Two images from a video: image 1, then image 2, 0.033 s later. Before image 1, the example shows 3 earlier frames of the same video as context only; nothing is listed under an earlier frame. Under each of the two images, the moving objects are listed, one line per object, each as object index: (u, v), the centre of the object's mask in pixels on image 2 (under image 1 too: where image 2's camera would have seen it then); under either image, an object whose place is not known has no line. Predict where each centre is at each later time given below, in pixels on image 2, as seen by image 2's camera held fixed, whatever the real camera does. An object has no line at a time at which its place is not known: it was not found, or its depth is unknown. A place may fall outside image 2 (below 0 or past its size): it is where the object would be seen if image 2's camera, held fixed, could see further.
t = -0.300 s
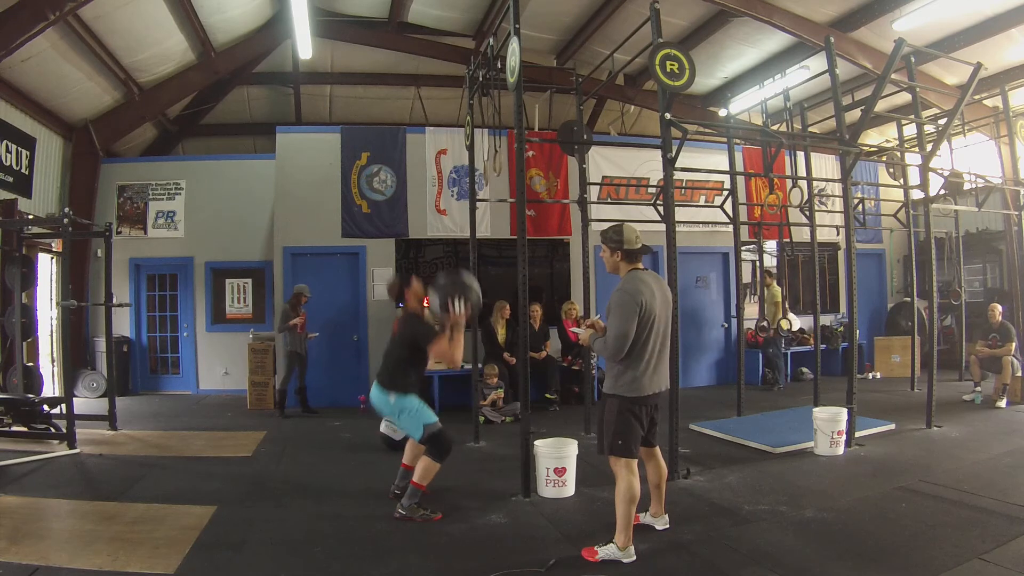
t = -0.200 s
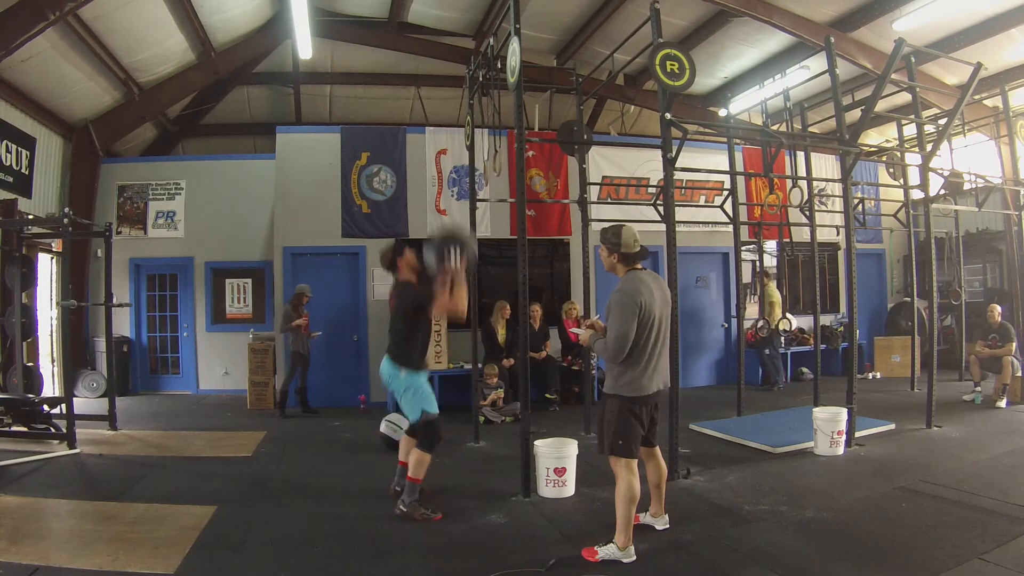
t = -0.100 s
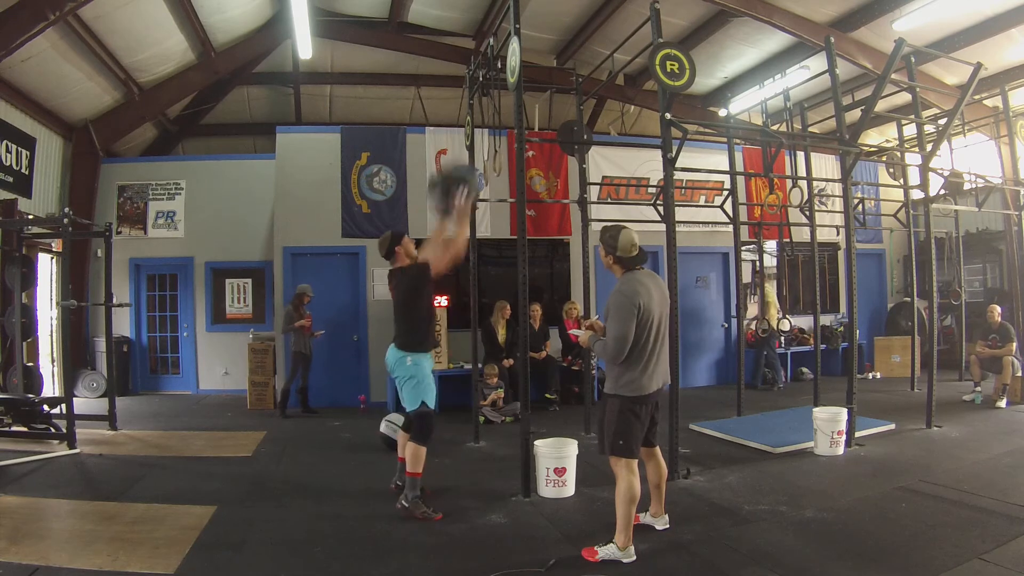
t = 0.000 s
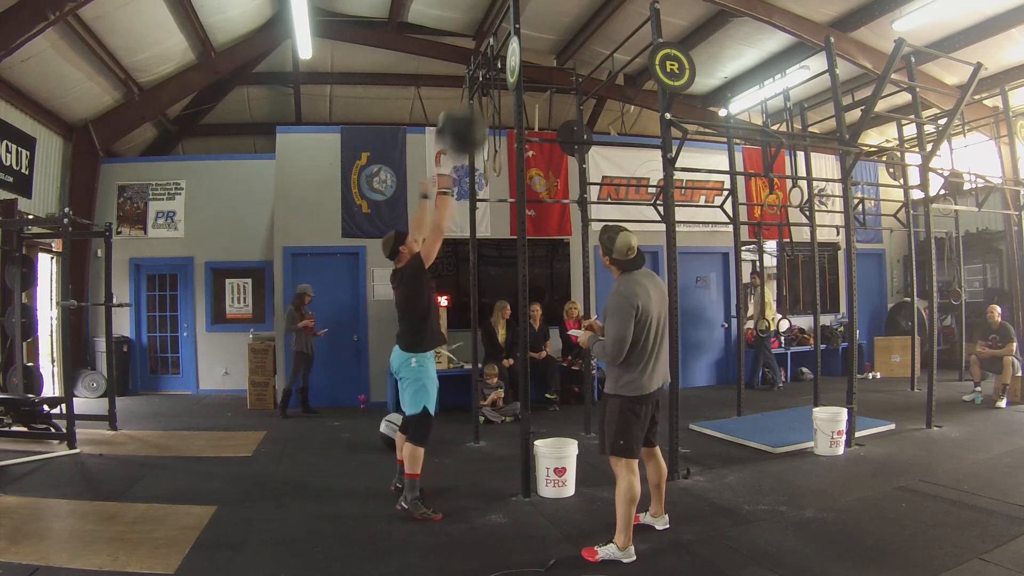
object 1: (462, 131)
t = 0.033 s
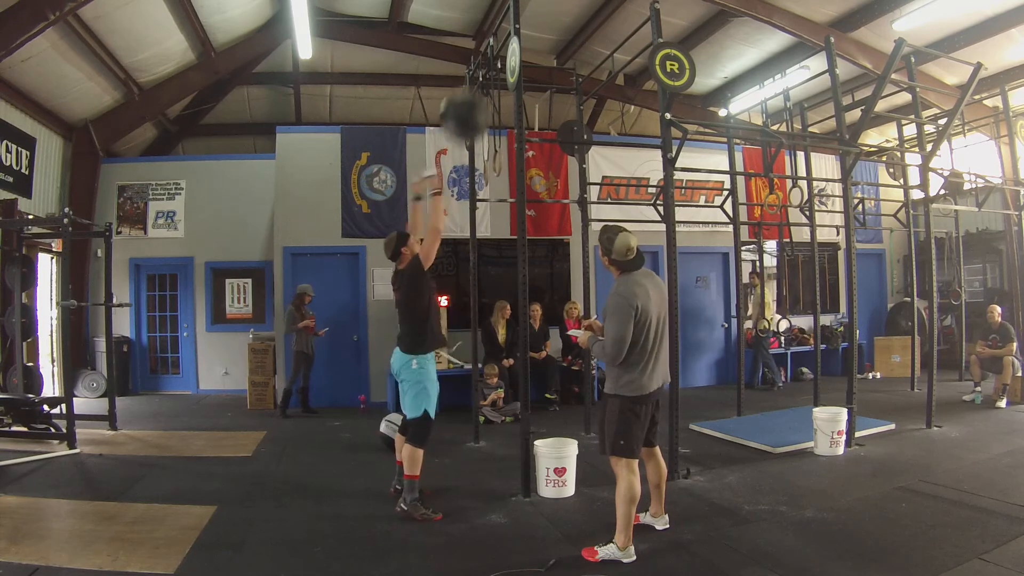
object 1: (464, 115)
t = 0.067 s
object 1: (467, 101)
